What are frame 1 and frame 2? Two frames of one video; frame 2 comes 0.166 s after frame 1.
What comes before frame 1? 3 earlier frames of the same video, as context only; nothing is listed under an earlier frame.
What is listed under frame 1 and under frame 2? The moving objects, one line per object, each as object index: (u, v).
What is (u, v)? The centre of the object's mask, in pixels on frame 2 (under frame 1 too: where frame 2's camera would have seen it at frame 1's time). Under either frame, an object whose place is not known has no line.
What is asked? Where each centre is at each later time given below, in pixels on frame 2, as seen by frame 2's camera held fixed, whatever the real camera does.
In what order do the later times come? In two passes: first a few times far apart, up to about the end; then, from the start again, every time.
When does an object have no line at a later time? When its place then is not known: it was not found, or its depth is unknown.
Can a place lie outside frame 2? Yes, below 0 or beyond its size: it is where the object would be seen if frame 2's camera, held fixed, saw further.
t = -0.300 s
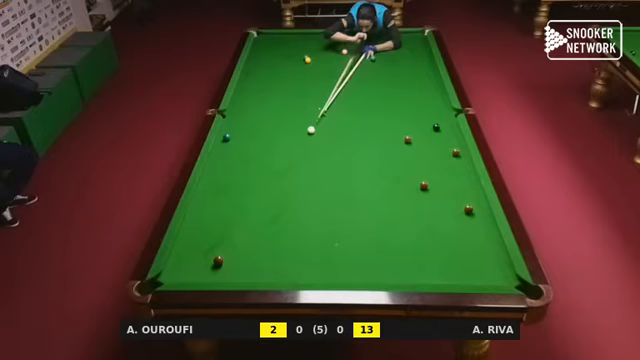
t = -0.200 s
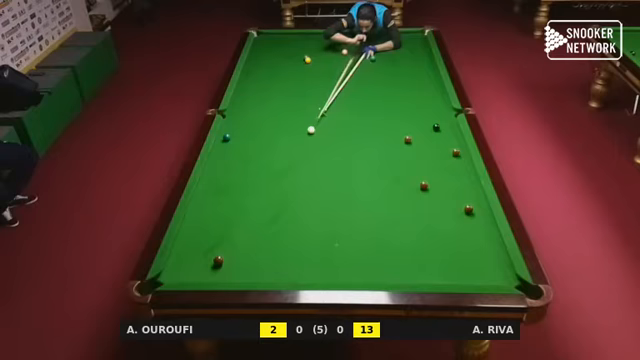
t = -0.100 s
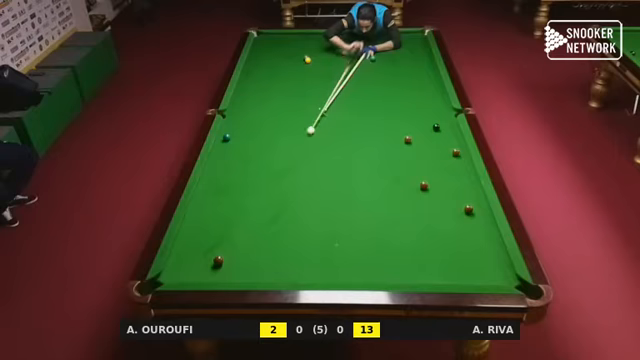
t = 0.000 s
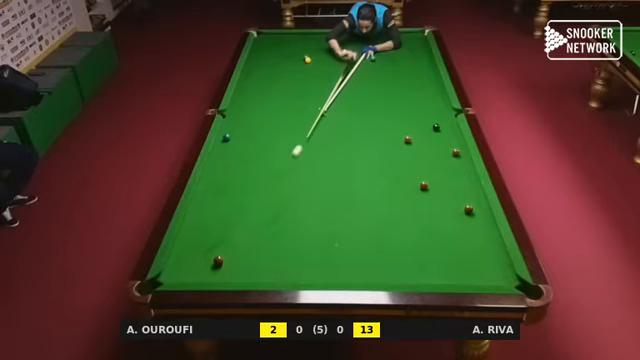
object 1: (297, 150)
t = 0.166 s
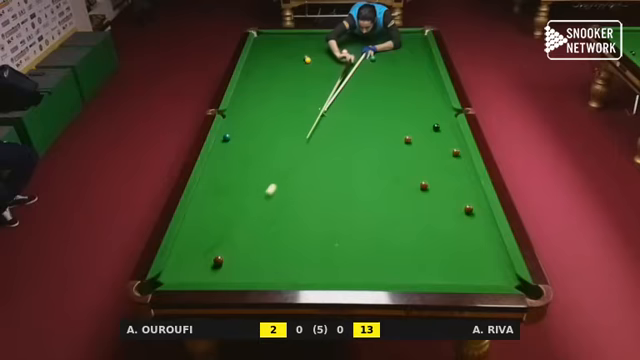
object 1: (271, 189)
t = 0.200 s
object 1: (265, 198)
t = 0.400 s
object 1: (229, 254)
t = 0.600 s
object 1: (250, 268)
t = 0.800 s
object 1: (272, 245)
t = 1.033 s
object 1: (291, 223)
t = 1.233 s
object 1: (307, 206)
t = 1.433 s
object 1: (321, 191)
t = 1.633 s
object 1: (333, 178)
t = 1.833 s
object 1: (345, 166)
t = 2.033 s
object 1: (356, 154)
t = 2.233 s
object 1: (366, 144)
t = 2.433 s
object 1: (375, 134)
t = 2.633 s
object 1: (383, 125)
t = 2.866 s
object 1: (392, 116)
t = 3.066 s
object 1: (400, 108)
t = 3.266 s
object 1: (406, 101)
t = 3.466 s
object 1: (413, 95)
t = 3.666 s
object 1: (419, 89)
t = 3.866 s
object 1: (424, 83)
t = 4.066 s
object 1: (430, 78)
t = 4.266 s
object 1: (435, 73)
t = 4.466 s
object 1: (433, 69)
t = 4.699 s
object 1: (428, 65)
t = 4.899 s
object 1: (423, 63)
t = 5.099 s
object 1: (420, 60)
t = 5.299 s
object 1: (416, 58)
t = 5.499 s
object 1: (412, 55)
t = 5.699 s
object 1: (409, 53)
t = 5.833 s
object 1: (407, 52)
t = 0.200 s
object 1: (265, 198)
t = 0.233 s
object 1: (260, 206)
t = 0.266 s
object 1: (254, 215)
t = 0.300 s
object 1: (248, 224)
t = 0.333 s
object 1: (241, 234)
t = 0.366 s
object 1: (235, 244)
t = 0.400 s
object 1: (229, 254)
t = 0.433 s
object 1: (231, 260)
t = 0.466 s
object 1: (235, 266)
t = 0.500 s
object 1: (238, 271)
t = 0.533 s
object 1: (241, 276)
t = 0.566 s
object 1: (246, 273)
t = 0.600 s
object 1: (250, 268)
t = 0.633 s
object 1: (255, 263)
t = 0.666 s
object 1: (259, 259)
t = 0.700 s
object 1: (262, 255)
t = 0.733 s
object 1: (265, 251)
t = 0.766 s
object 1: (268, 248)
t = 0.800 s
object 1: (272, 245)
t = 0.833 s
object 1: (275, 241)
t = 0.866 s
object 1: (277, 238)
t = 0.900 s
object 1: (280, 235)
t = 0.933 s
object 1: (283, 232)
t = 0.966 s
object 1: (286, 229)
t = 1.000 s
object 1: (289, 226)
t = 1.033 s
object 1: (291, 223)
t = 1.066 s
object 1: (294, 220)
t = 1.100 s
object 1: (297, 217)
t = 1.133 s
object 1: (299, 214)
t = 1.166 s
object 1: (302, 212)
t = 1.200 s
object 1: (304, 209)
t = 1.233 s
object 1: (307, 206)
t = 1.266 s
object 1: (309, 204)
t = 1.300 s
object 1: (312, 201)
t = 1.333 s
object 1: (314, 199)
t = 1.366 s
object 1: (316, 196)
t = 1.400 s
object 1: (318, 194)
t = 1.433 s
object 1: (321, 191)
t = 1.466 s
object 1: (323, 189)
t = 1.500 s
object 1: (325, 187)
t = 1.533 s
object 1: (327, 184)
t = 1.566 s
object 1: (329, 182)
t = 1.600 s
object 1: (331, 180)
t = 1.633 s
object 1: (333, 178)
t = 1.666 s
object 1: (335, 176)
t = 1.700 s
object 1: (337, 174)
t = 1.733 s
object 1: (339, 171)
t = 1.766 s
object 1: (341, 169)
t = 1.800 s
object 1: (343, 167)
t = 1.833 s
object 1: (345, 166)
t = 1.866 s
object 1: (347, 164)
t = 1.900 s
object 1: (348, 162)
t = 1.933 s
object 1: (350, 160)
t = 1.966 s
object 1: (352, 158)
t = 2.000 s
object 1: (354, 156)
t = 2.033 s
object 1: (356, 154)
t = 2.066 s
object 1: (357, 152)
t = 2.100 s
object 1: (359, 151)
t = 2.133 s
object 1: (360, 149)
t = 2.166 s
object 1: (362, 147)
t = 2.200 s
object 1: (364, 146)
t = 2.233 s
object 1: (366, 144)
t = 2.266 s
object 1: (367, 142)
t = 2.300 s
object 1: (369, 141)
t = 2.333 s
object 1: (370, 139)
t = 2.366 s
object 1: (372, 137)
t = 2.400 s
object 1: (373, 136)
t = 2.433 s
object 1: (375, 134)
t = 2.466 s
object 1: (376, 133)
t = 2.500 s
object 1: (377, 131)
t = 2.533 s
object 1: (379, 130)
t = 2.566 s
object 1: (380, 128)
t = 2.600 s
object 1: (382, 127)
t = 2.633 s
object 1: (383, 125)
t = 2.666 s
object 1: (384, 124)
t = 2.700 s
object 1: (386, 123)
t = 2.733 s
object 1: (387, 121)
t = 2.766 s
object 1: (388, 120)
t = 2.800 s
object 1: (390, 118)
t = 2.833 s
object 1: (391, 117)
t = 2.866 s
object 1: (392, 116)
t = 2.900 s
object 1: (394, 114)
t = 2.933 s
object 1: (395, 113)
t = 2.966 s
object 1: (396, 112)
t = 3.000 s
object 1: (397, 111)
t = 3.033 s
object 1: (398, 109)
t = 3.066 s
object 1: (400, 108)
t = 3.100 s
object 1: (401, 107)
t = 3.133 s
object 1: (402, 106)
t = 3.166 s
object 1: (403, 105)
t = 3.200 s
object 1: (404, 104)
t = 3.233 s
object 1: (405, 103)
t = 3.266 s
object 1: (406, 101)
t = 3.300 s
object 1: (408, 100)
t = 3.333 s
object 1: (409, 99)
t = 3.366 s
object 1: (410, 98)
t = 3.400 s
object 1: (411, 97)
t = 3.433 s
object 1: (412, 96)
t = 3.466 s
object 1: (413, 95)
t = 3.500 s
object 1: (414, 94)
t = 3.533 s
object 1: (415, 93)
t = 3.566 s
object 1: (416, 92)
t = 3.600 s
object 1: (417, 91)
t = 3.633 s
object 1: (418, 90)
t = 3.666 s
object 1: (419, 89)
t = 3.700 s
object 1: (420, 88)
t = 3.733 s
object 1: (421, 87)
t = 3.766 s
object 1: (422, 86)
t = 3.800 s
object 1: (423, 85)
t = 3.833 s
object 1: (424, 84)
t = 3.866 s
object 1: (424, 83)
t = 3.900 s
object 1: (425, 82)
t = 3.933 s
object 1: (426, 81)
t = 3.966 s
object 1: (427, 81)
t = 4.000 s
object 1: (428, 79)
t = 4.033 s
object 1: (429, 79)
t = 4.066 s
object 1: (430, 78)
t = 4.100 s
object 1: (430, 77)
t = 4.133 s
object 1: (432, 76)
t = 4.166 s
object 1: (432, 75)
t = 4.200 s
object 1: (433, 75)
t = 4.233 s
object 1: (434, 74)
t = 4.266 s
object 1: (435, 73)
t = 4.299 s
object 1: (436, 72)
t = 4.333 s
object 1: (436, 71)
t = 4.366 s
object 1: (436, 70)
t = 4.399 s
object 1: (435, 70)
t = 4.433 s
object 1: (434, 70)
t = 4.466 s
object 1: (433, 69)
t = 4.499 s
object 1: (433, 68)
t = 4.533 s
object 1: (432, 68)
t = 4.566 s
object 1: (431, 68)
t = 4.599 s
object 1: (430, 67)
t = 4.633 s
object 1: (429, 66)
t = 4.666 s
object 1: (429, 66)
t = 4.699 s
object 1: (428, 65)
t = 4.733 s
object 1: (427, 65)
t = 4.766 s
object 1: (426, 65)
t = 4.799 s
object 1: (425, 64)
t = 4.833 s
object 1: (425, 64)
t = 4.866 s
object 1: (424, 63)
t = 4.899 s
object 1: (423, 63)
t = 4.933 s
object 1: (423, 62)
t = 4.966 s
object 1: (422, 62)
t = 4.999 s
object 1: (421, 61)
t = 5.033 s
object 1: (421, 61)
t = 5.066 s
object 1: (420, 60)
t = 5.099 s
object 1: (420, 60)
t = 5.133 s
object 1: (419, 60)
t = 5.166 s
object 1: (418, 59)
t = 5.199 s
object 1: (418, 59)
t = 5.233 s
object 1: (417, 58)
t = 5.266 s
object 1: (416, 58)
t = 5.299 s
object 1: (416, 58)
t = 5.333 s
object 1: (415, 57)
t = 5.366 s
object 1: (415, 57)
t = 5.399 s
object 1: (414, 56)
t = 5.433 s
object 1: (414, 56)
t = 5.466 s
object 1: (413, 56)
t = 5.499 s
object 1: (412, 55)
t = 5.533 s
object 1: (412, 55)
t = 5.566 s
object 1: (411, 55)
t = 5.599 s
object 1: (411, 54)
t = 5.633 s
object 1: (410, 54)
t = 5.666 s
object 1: (410, 54)
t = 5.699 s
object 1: (409, 53)
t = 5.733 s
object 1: (409, 53)
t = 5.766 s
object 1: (408, 53)
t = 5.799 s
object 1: (408, 53)
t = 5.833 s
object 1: (407, 52)
